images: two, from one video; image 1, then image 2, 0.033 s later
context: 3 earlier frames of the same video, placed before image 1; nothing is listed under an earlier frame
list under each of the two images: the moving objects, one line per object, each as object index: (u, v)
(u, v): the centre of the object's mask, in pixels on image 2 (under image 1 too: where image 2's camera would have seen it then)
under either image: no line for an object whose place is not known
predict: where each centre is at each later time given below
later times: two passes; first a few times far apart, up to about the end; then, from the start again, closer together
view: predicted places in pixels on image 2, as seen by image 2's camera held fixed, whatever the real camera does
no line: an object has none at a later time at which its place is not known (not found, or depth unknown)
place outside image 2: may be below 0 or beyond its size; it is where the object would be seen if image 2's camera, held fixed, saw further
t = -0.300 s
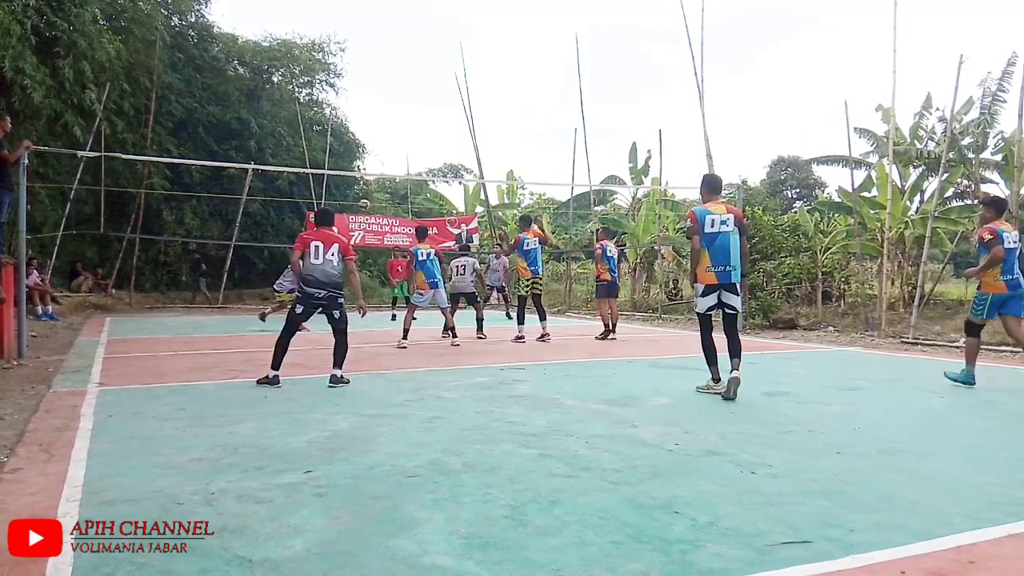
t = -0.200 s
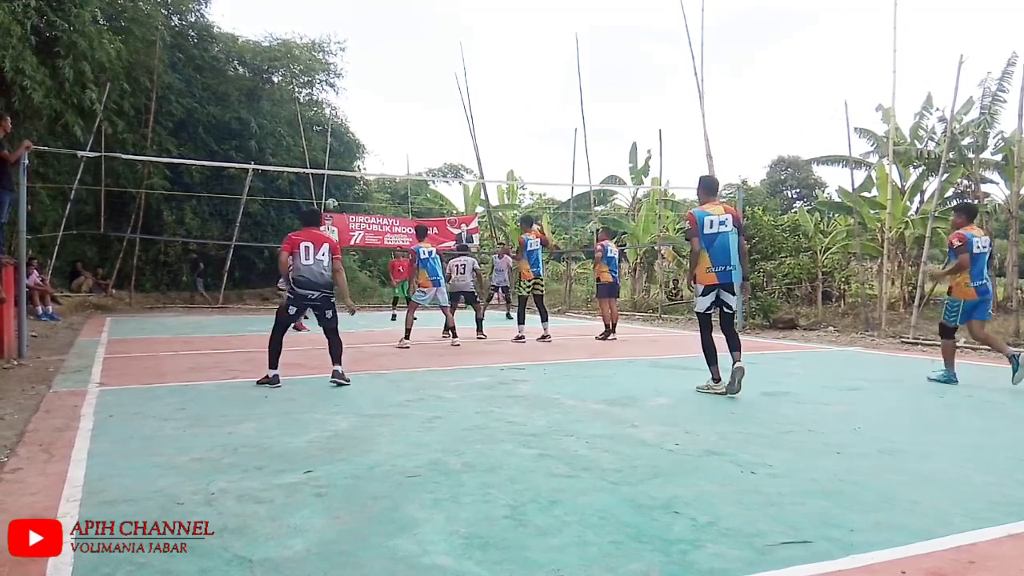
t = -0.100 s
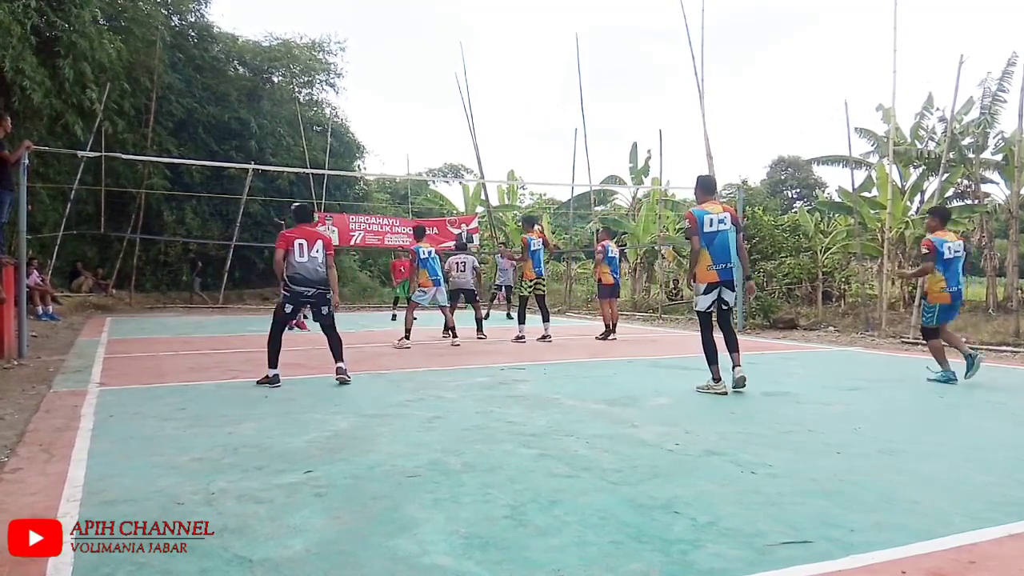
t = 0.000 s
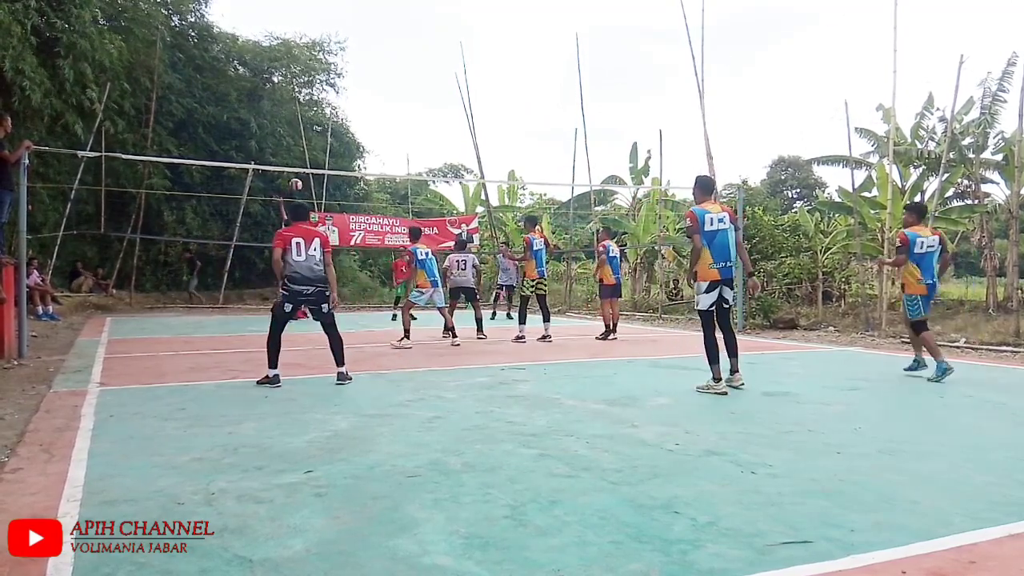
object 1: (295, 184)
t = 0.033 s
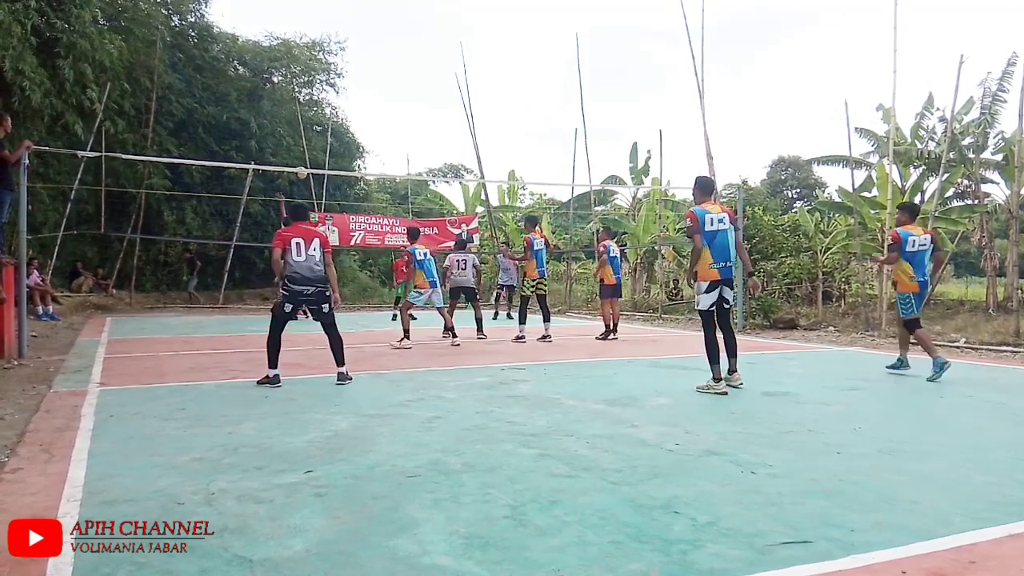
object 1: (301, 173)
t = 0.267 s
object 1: (336, 105)
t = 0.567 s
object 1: (385, 58)
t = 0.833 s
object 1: (431, 62)
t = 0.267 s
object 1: (336, 105)
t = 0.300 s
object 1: (341, 96)
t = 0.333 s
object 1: (346, 90)
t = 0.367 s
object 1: (352, 84)
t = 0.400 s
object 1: (357, 78)
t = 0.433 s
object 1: (363, 73)
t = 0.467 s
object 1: (368, 68)
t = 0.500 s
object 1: (374, 64)
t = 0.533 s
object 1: (379, 61)
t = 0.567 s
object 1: (385, 58)
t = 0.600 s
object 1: (391, 56)
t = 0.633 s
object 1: (396, 55)
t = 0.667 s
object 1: (402, 55)
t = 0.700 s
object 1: (408, 55)
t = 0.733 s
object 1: (413, 56)
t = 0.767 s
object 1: (419, 57)
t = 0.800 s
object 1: (425, 60)
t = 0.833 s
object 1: (431, 62)
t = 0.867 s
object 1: (437, 66)
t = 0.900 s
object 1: (444, 71)
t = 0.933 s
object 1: (449, 76)
